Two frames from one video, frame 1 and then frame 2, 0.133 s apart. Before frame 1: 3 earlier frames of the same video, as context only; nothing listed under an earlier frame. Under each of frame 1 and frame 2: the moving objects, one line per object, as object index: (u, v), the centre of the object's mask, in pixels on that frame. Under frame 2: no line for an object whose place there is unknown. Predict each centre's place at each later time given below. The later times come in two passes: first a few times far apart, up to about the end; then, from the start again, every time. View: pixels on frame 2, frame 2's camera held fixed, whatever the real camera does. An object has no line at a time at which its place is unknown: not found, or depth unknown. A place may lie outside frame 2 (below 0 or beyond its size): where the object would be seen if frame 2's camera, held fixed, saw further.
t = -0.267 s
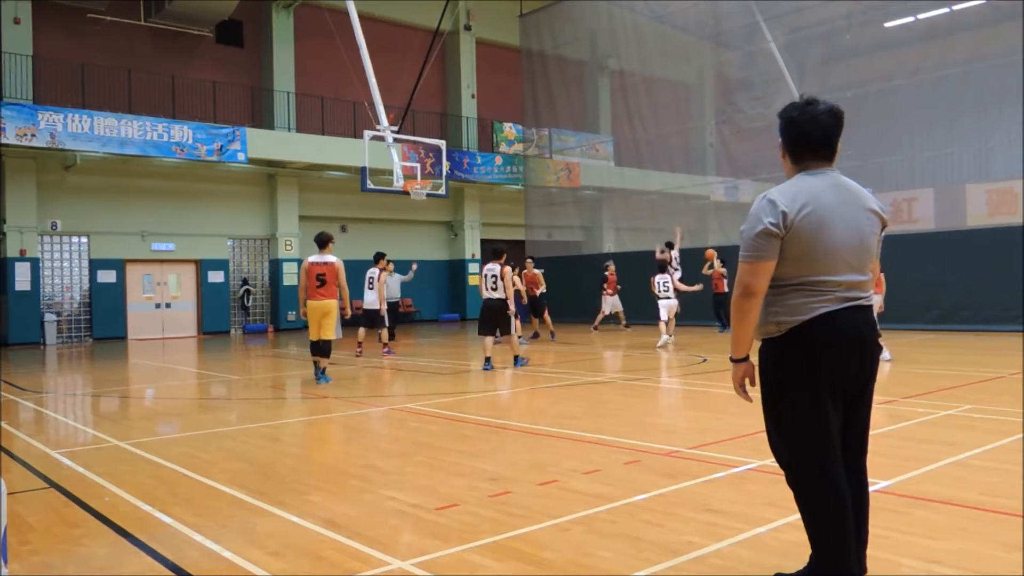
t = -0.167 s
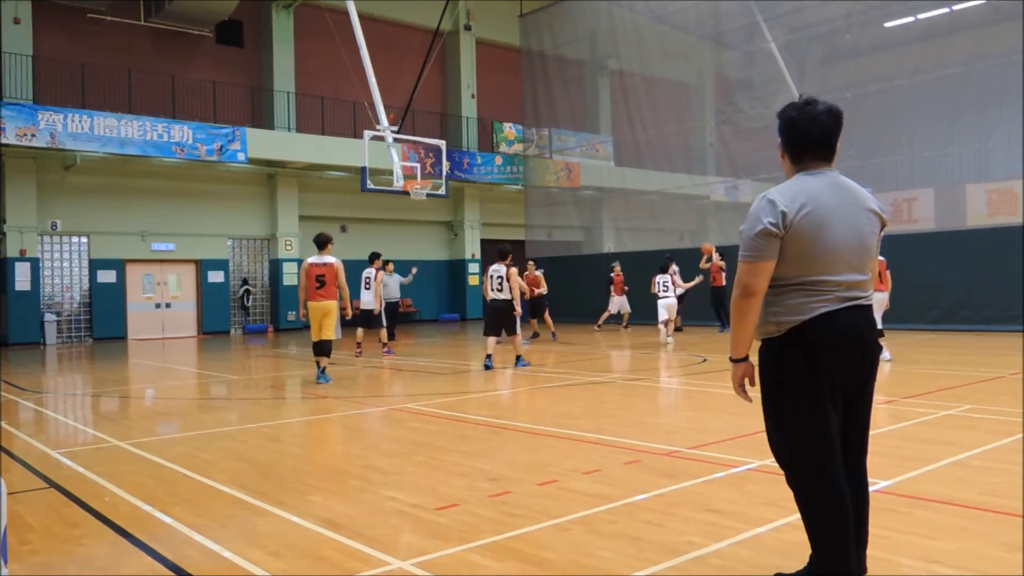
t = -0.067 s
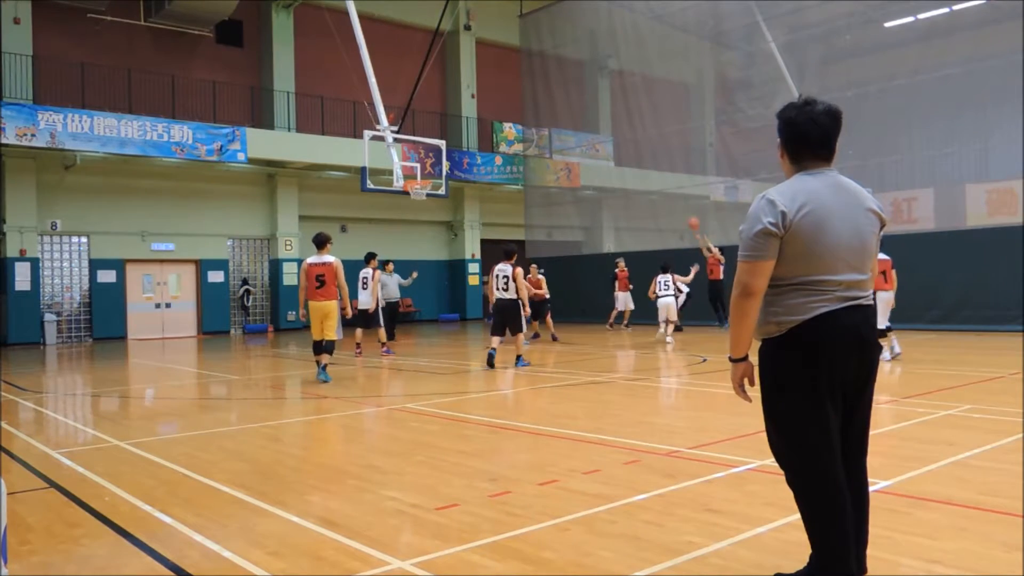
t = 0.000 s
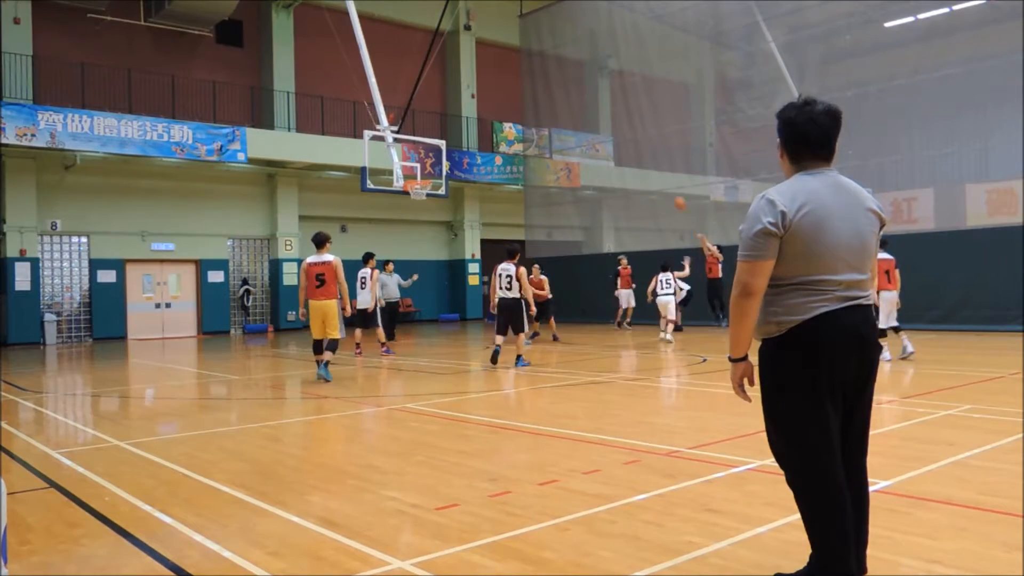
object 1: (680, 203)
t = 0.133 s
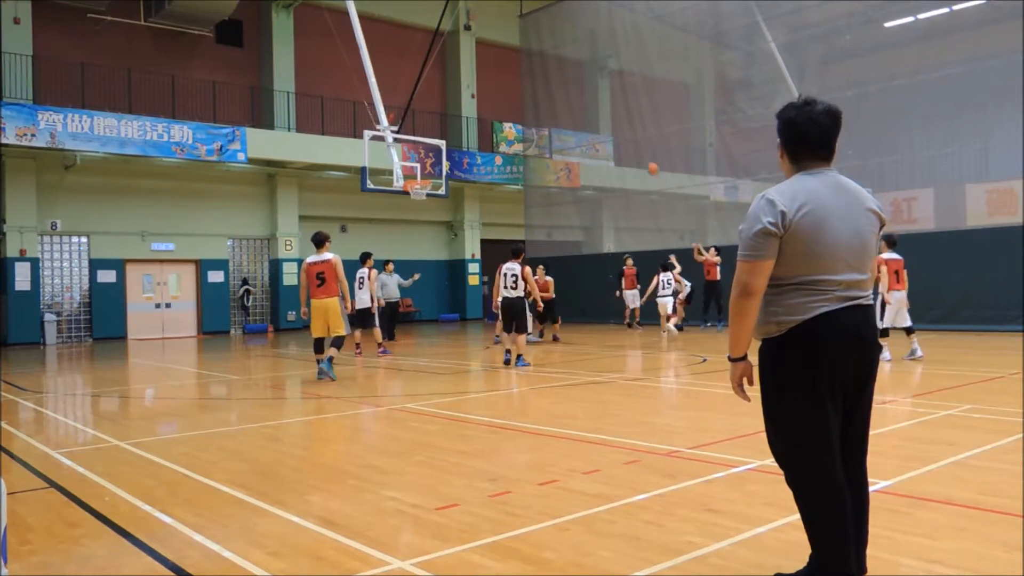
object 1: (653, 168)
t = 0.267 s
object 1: (625, 141)
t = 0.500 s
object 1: (576, 112)
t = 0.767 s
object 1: (518, 109)
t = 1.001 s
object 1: (465, 137)
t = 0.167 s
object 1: (646, 161)
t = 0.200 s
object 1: (639, 154)
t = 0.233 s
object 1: (632, 147)
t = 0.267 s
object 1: (625, 141)
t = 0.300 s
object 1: (618, 135)
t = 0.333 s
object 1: (611, 130)
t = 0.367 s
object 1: (604, 126)
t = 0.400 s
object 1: (597, 121)
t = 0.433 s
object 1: (590, 118)
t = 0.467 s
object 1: (583, 115)
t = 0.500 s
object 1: (576, 112)
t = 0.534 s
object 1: (568, 109)
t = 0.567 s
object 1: (561, 108)
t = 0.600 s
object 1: (554, 107)
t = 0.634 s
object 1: (547, 106)
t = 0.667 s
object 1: (539, 106)
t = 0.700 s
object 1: (533, 107)
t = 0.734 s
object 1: (525, 108)
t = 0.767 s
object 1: (518, 109)
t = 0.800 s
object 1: (511, 111)
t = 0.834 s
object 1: (503, 114)
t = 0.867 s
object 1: (496, 117)
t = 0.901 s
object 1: (488, 121)
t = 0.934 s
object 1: (482, 126)
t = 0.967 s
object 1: (474, 131)
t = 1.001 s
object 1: (465, 137)
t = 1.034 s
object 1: (458, 143)
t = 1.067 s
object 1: (451, 149)
